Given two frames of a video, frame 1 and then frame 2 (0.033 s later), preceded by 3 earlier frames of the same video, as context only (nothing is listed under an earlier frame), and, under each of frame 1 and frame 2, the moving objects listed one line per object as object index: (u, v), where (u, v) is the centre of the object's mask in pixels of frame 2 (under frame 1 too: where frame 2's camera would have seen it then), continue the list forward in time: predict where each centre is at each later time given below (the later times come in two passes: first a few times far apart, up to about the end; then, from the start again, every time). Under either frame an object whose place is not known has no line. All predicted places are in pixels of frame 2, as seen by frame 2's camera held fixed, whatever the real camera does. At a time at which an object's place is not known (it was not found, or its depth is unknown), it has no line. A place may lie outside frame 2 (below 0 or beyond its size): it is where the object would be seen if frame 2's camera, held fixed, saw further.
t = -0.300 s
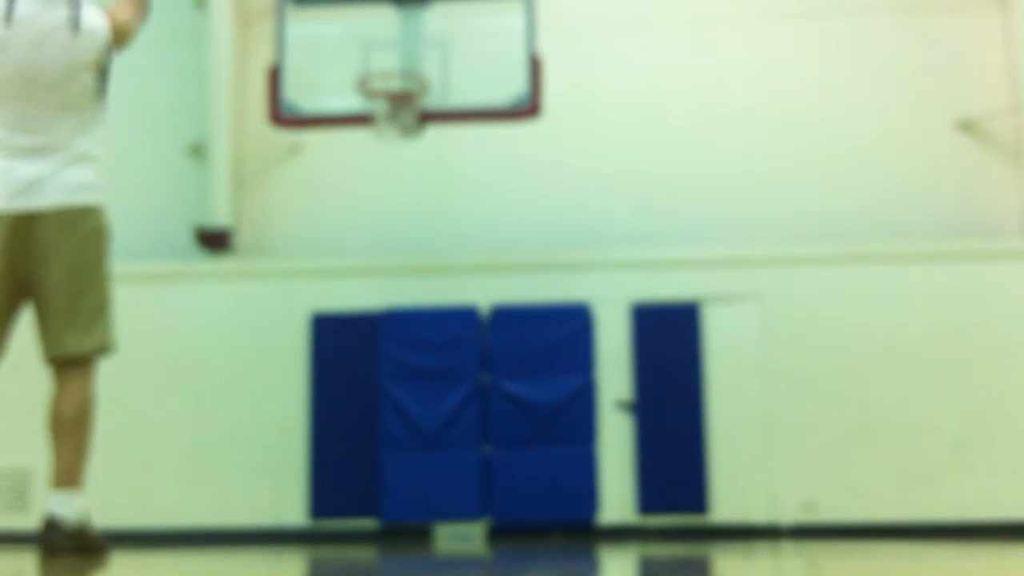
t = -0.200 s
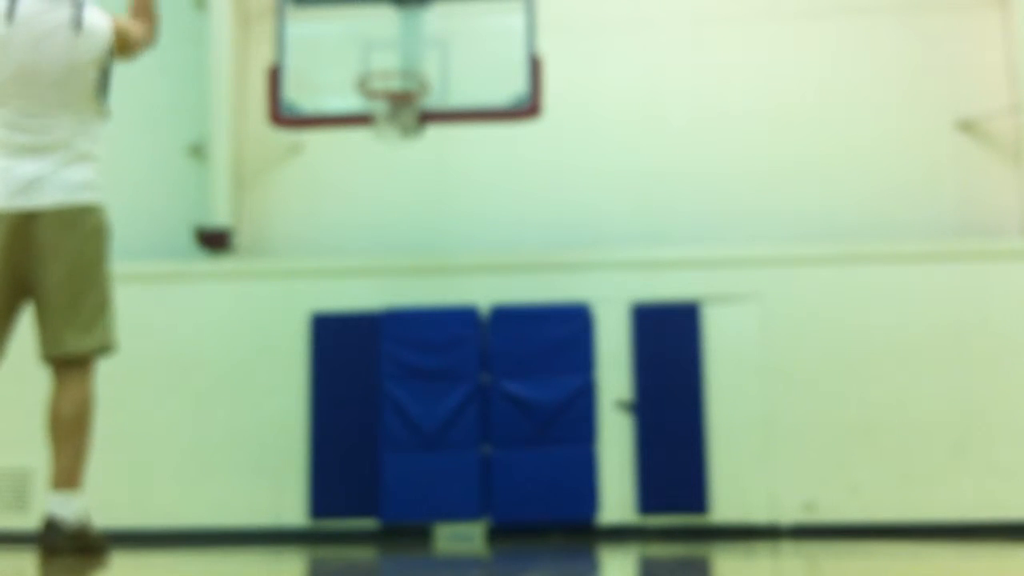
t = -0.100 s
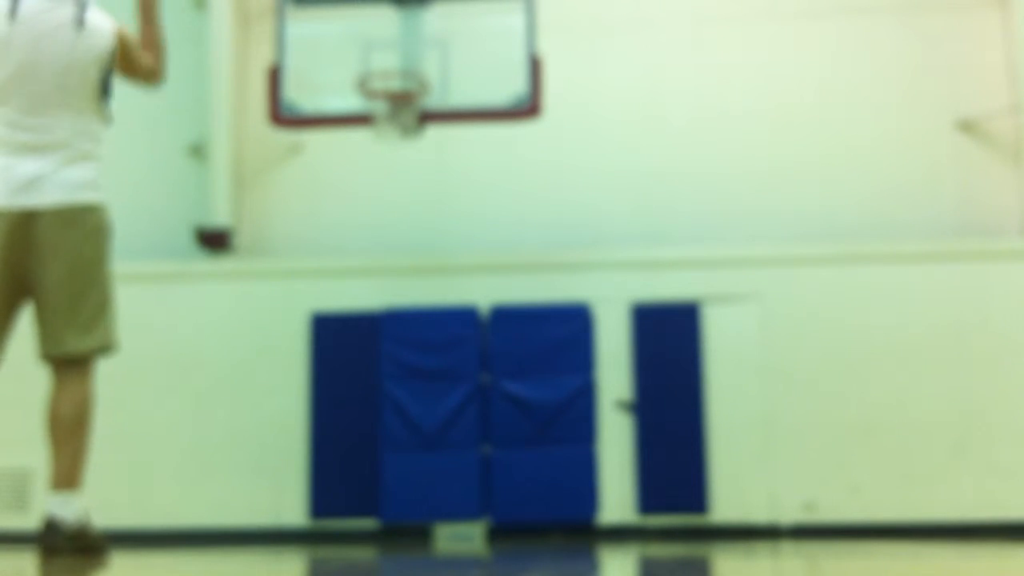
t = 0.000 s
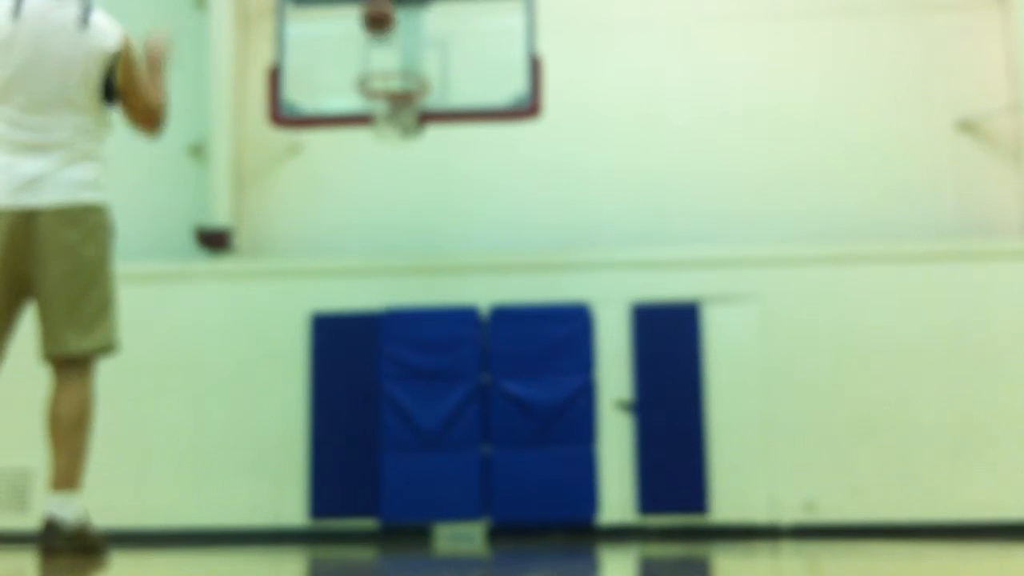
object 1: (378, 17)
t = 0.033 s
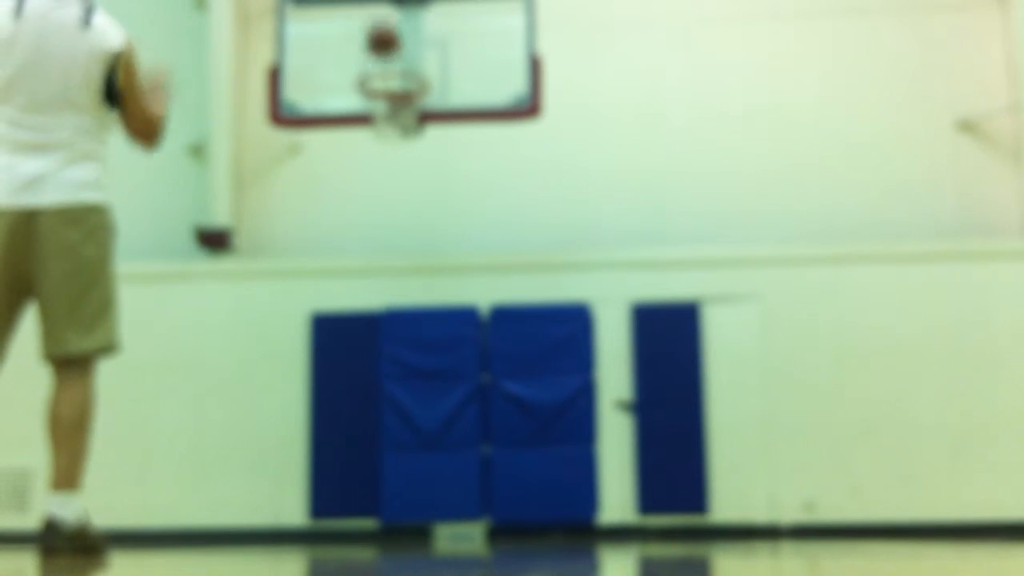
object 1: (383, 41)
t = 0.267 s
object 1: (401, 131)
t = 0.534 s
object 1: (408, 219)
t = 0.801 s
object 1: (416, 438)
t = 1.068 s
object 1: (417, 375)
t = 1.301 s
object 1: (416, 272)
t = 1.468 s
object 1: (414, 249)
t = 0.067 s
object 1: (388, 62)
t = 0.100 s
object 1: (395, 90)
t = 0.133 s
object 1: (417, 125)
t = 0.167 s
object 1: (401, 124)
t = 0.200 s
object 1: (399, 124)
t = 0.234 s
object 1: (396, 127)
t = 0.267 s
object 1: (401, 131)
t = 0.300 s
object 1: (402, 137)
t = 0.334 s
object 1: (402, 141)
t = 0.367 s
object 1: (403, 147)
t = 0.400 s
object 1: (404, 159)
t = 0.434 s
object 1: (405, 171)
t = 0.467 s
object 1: (406, 185)
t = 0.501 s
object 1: (407, 201)
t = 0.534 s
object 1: (408, 219)
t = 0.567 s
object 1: (409, 239)
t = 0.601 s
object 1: (410, 262)
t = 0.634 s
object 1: (412, 286)
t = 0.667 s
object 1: (412, 313)
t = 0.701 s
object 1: (413, 341)
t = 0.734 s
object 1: (414, 369)
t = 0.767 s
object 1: (416, 405)
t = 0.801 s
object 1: (416, 438)
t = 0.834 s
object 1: (417, 477)
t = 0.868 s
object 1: (417, 514)
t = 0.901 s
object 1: (418, 496)
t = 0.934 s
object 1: (418, 469)
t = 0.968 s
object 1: (417, 444)
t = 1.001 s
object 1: (417, 419)
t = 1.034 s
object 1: (417, 395)
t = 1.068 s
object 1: (417, 375)
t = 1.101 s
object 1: (417, 356)
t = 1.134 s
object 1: (417, 337)
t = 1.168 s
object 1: (417, 323)
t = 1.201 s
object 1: (416, 308)
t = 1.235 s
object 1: (417, 294)
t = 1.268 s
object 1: (416, 281)
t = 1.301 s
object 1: (416, 272)
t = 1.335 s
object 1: (415, 264)
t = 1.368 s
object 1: (415, 257)
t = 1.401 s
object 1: (415, 253)
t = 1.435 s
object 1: (414, 251)
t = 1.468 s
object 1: (414, 249)
